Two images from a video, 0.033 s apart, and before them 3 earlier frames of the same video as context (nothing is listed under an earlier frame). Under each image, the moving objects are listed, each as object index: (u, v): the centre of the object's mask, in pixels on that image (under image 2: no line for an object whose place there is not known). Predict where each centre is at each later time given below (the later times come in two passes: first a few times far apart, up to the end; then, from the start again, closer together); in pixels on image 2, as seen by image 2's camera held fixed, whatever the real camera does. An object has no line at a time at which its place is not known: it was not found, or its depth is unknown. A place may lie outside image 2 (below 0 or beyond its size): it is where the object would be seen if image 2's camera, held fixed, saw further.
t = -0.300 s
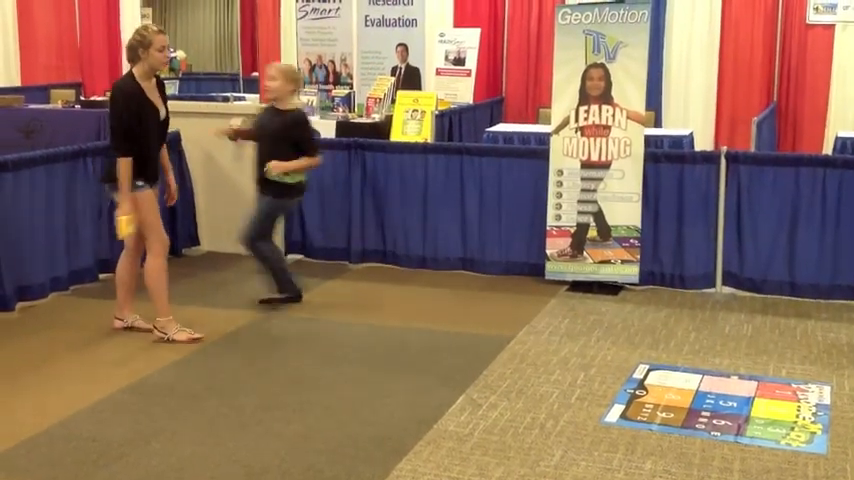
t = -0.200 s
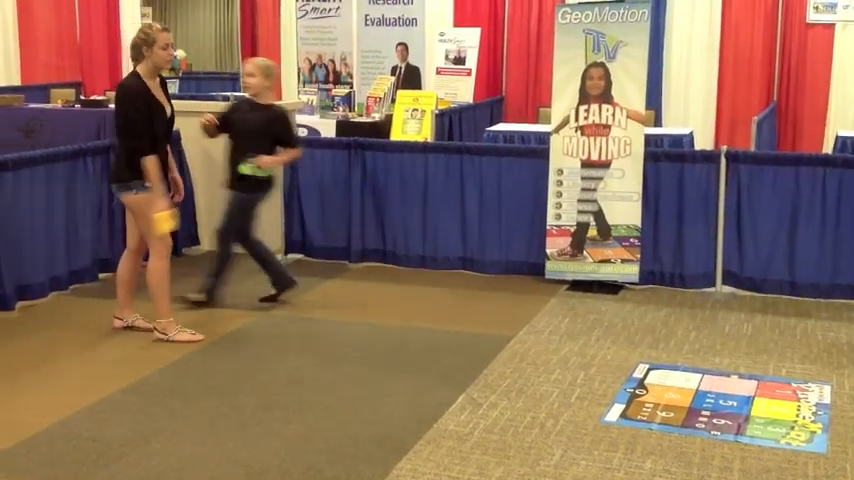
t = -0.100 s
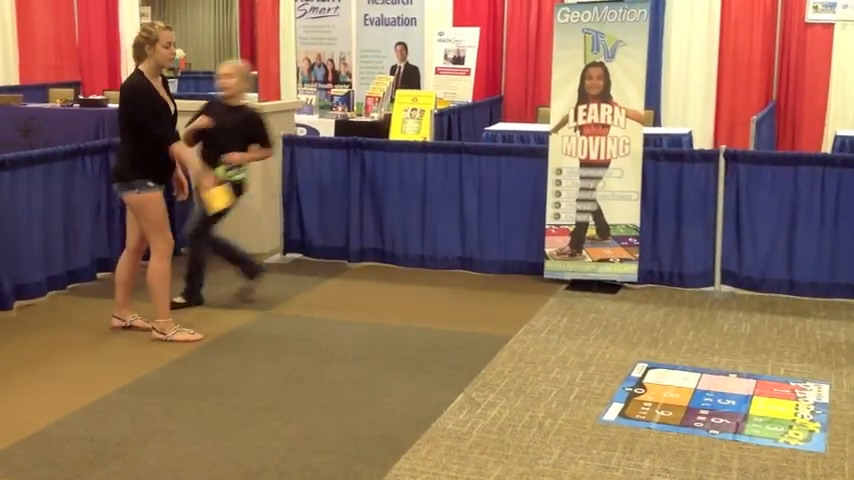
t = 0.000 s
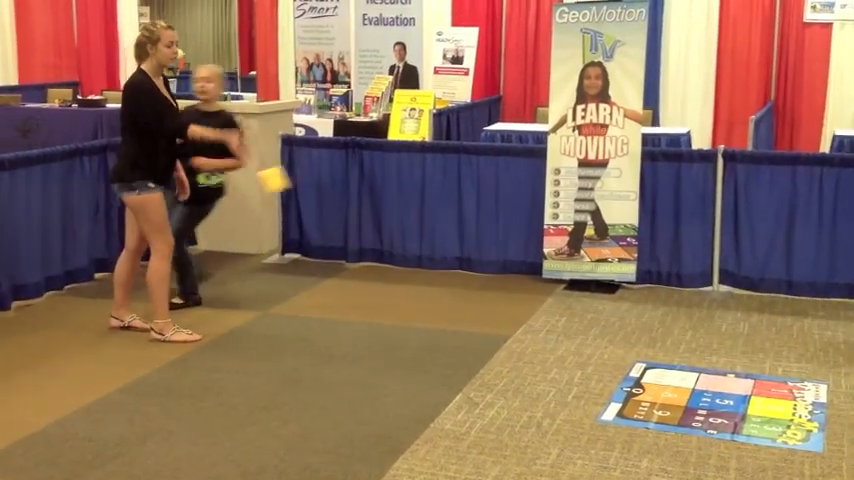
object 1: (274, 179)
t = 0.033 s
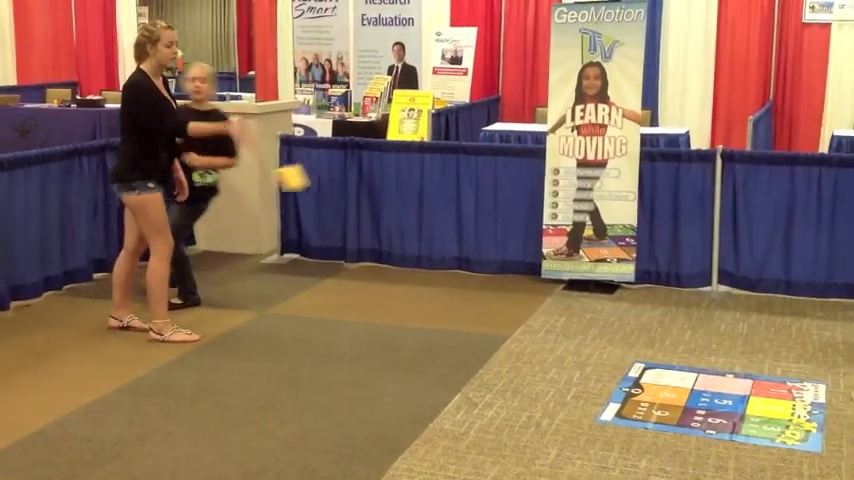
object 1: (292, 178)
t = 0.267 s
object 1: (433, 230)
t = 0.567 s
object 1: (599, 394)
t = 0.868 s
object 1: (627, 395)
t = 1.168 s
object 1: (628, 395)
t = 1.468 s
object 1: (628, 395)
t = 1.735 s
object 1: (629, 395)
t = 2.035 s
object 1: (628, 395)
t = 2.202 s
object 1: (628, 395)
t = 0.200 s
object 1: (391, 202)
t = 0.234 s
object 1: (412, 215)
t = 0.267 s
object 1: (433, 230)
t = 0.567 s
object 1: (599, 394)
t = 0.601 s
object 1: (607, 394)
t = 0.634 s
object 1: (616, 394)
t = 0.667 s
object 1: (619, 395)
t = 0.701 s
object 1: (623, 395)
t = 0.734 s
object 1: (625, 395)
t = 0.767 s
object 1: (626, 395)
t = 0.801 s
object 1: (627, 395)
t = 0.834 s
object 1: (627, 395)
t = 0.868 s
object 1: (627, 395)
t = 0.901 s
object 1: (627, 395)
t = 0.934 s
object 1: (628, 395)
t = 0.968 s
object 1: (628, 395)
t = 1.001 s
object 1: (628, 394)
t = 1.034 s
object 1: (628, 394)
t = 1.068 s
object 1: (628, 395)
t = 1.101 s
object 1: (628, 395)
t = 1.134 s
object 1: (628, 395)
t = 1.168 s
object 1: (628, 395)
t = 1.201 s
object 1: (628, 395)
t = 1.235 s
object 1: (628, 394)
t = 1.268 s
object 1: (628, 395)
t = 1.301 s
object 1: (628, 395)
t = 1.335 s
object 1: (628, 395)
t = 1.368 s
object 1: (628, 395)
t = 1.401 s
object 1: (628, 395)
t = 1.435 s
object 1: (628, 395)
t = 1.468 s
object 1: (628, 395)
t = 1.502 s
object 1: (628, 395)
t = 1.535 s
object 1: (628, 395)
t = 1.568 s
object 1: (628, 395)
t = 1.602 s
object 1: (628, 395)
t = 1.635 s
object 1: (628, 395)
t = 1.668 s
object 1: (628, 395)
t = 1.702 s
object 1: (628, 395)
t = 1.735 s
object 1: (629, 395)
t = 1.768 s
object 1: (628, 395)
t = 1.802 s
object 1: (628, 395)
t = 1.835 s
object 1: (628, 395)
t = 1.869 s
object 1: (627, 395)
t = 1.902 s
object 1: (628, 395)
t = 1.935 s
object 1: (627, 395)
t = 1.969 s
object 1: (627, 395)
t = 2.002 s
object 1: (628, 395)
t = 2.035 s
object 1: (628, 395)
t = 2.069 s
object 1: (628, 395)
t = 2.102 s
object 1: (628, 395)
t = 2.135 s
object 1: (627, 395)
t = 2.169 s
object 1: (628, 395)
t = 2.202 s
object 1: (628, 395)
